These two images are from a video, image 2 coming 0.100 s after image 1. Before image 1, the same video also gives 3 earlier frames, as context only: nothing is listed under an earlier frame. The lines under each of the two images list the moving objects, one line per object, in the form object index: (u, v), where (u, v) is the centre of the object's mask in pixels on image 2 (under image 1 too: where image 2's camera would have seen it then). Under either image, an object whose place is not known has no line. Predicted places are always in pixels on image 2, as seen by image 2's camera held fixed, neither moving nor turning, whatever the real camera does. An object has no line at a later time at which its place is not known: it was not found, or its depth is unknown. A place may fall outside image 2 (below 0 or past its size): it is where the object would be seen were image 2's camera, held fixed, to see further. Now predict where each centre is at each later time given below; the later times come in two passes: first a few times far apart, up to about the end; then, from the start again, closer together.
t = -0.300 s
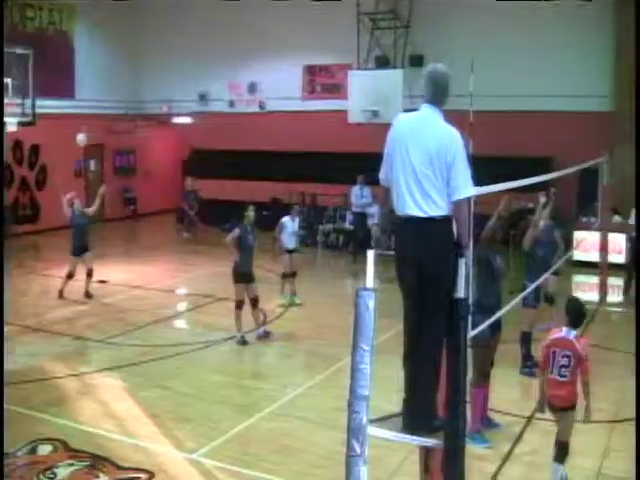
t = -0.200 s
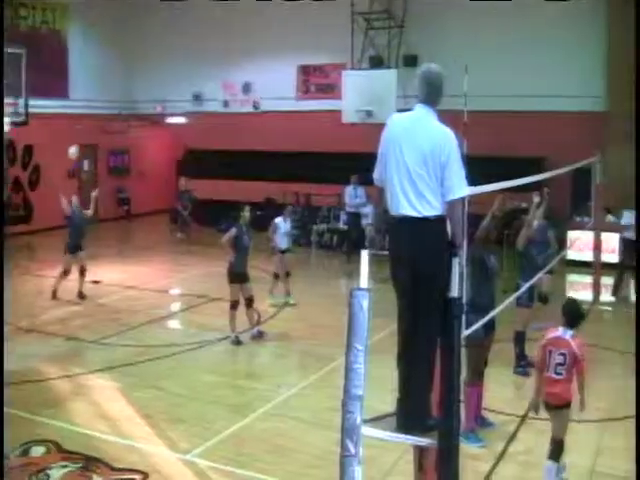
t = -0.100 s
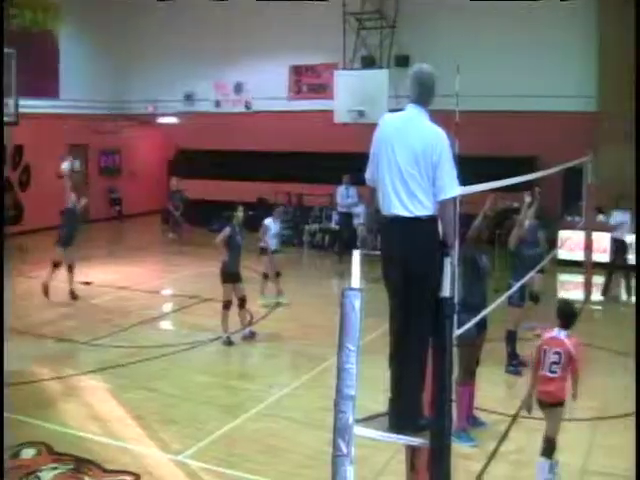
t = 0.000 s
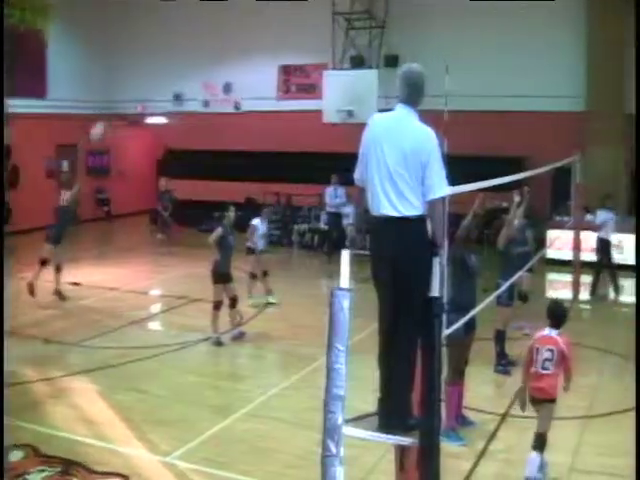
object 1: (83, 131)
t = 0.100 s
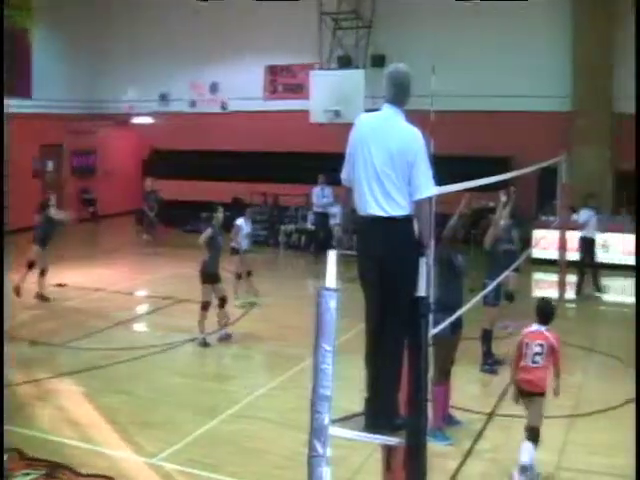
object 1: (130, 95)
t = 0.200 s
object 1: (179, 67)
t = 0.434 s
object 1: (310, 31)
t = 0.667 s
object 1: (459, 39)
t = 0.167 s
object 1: (161, 76)
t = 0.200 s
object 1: (179, 67)
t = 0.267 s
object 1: (213, 54)
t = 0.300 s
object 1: (234, 45)
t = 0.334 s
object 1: (253, 40)
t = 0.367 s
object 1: (271, 36)
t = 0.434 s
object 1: (310, 31)
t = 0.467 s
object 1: (331, 29)
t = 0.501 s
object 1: (352, 27)
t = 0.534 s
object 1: (373, 27)
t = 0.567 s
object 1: (394, 28)
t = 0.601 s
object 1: (416, 31)
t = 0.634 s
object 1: (437, 35)
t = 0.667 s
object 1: (459, 39)
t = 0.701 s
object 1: (481, 44)
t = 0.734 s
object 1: (504, 51)
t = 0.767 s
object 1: (526, 59)
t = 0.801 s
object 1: (550, 69)
